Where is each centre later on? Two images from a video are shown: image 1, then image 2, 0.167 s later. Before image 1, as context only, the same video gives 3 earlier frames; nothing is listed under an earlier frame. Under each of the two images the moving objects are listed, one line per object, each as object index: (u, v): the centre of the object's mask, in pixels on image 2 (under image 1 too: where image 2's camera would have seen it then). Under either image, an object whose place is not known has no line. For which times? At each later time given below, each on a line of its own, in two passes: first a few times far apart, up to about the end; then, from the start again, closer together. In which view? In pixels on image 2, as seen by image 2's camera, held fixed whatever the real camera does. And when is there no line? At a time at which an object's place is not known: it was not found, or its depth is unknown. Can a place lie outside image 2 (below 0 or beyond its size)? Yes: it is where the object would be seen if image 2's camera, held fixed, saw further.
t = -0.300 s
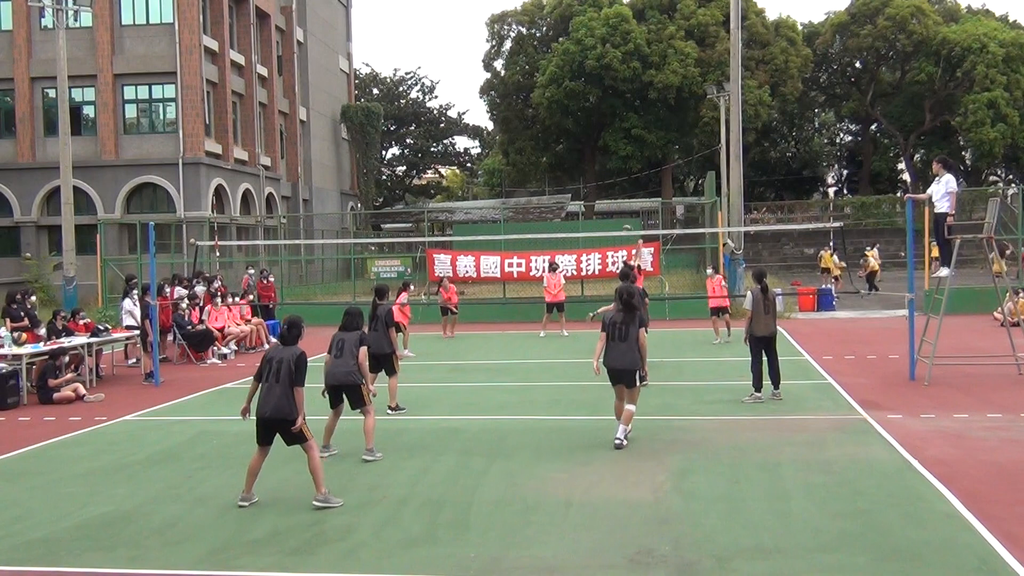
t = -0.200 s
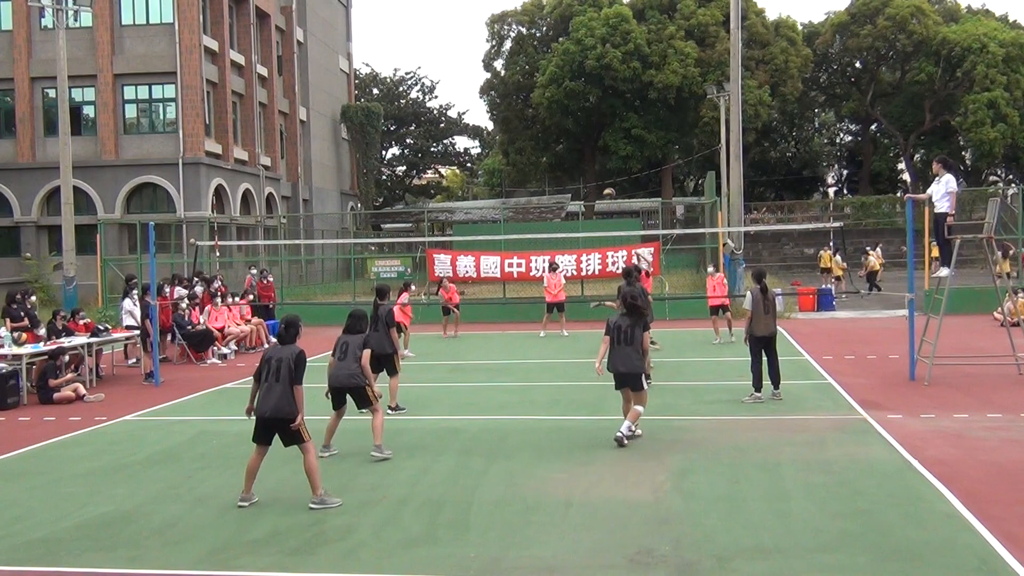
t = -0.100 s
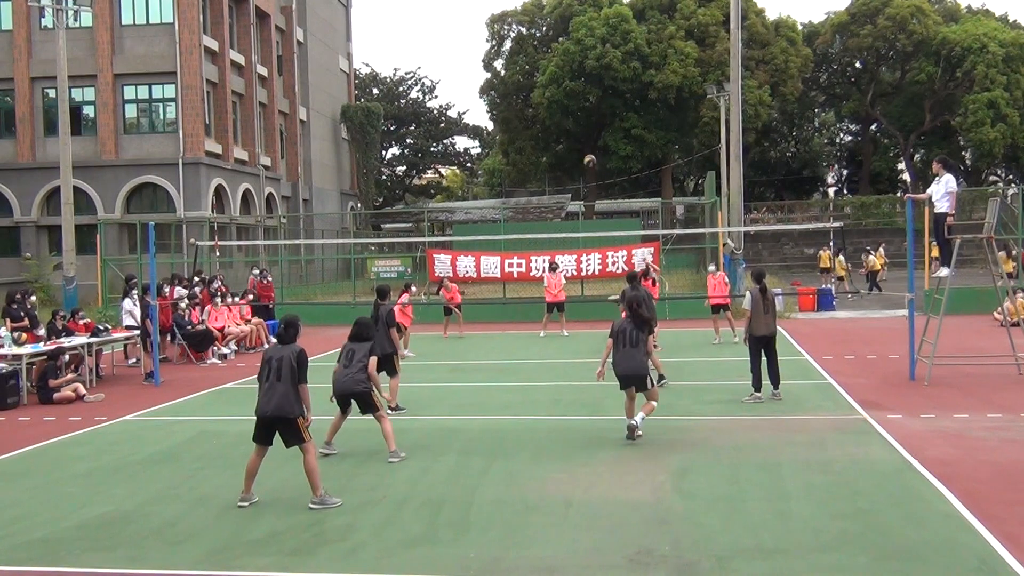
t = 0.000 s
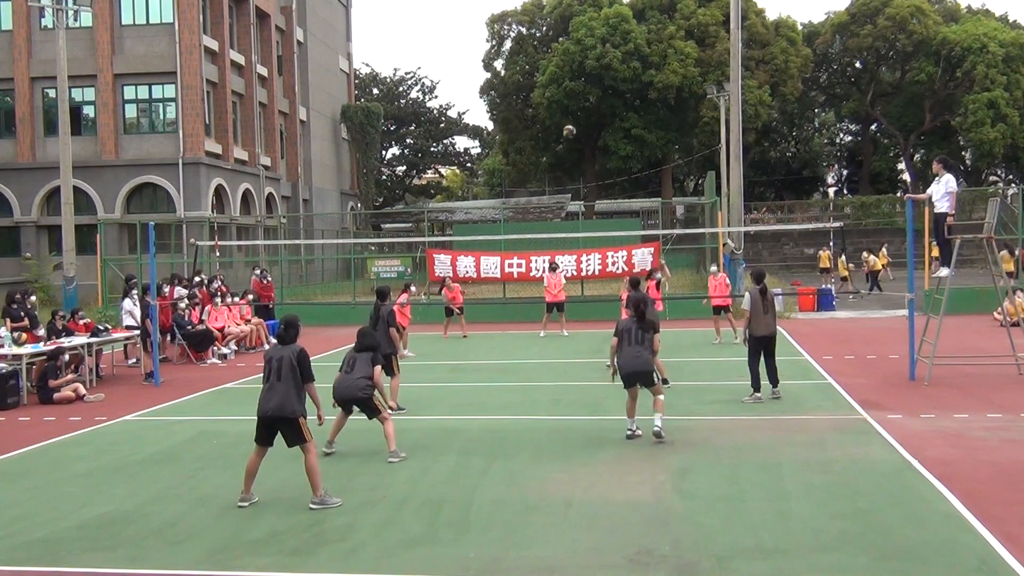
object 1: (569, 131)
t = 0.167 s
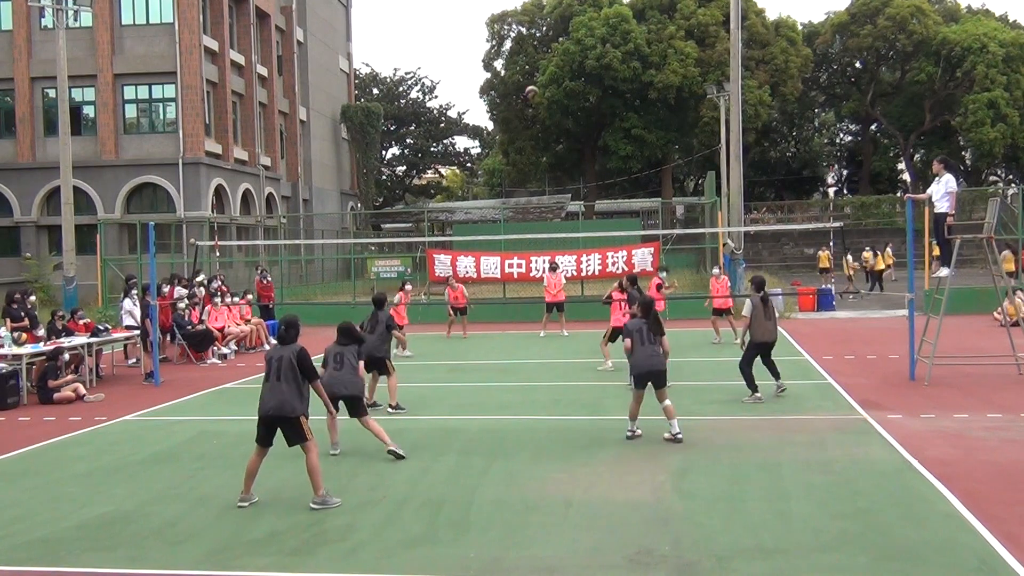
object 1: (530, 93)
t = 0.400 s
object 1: (474, 61)
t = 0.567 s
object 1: (428, 58)
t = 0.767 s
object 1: (366, 80)
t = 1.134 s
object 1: (226, 221)
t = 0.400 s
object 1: (474, 61)
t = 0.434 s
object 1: (465, 59)
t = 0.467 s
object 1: (456, 58)
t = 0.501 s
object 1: (447, 57)
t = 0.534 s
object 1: (437, 57)
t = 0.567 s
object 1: (428, 58)
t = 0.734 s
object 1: (376, 76)
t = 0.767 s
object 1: (366, 80)
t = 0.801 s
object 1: (354, 88)
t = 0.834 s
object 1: (343, 96)
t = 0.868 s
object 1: (332, 106)
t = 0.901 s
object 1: (320, 116)
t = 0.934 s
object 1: (307, 127)
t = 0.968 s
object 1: (294, 139)
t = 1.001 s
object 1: (282, 154)
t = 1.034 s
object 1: (268, 166)
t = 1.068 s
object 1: (255, 184)
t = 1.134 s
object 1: (226, 221)
